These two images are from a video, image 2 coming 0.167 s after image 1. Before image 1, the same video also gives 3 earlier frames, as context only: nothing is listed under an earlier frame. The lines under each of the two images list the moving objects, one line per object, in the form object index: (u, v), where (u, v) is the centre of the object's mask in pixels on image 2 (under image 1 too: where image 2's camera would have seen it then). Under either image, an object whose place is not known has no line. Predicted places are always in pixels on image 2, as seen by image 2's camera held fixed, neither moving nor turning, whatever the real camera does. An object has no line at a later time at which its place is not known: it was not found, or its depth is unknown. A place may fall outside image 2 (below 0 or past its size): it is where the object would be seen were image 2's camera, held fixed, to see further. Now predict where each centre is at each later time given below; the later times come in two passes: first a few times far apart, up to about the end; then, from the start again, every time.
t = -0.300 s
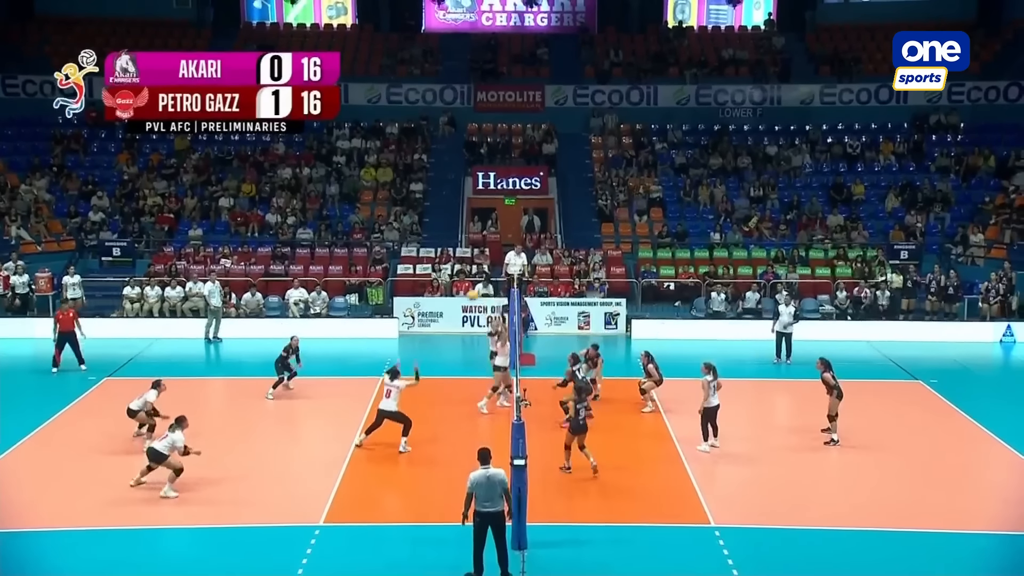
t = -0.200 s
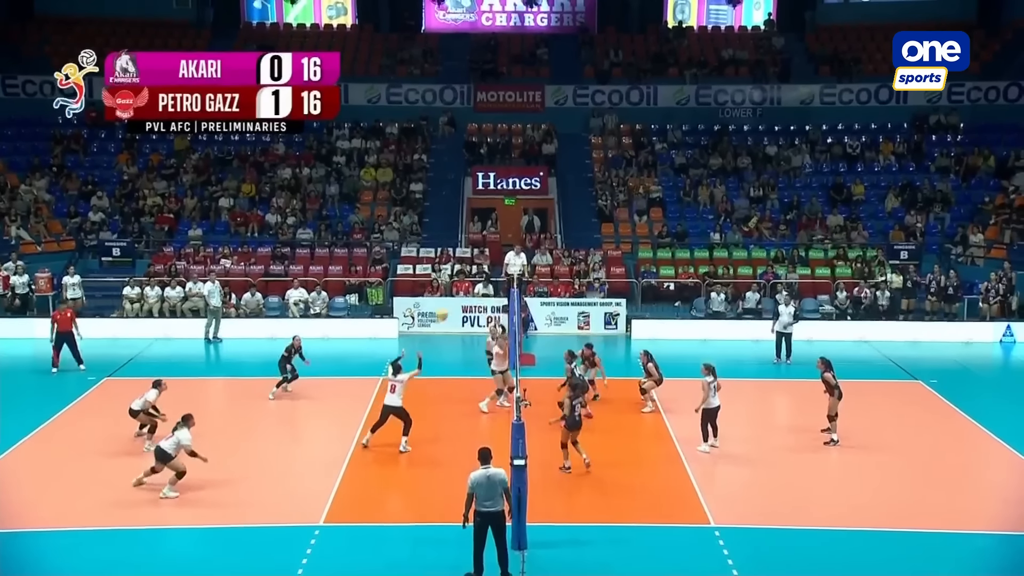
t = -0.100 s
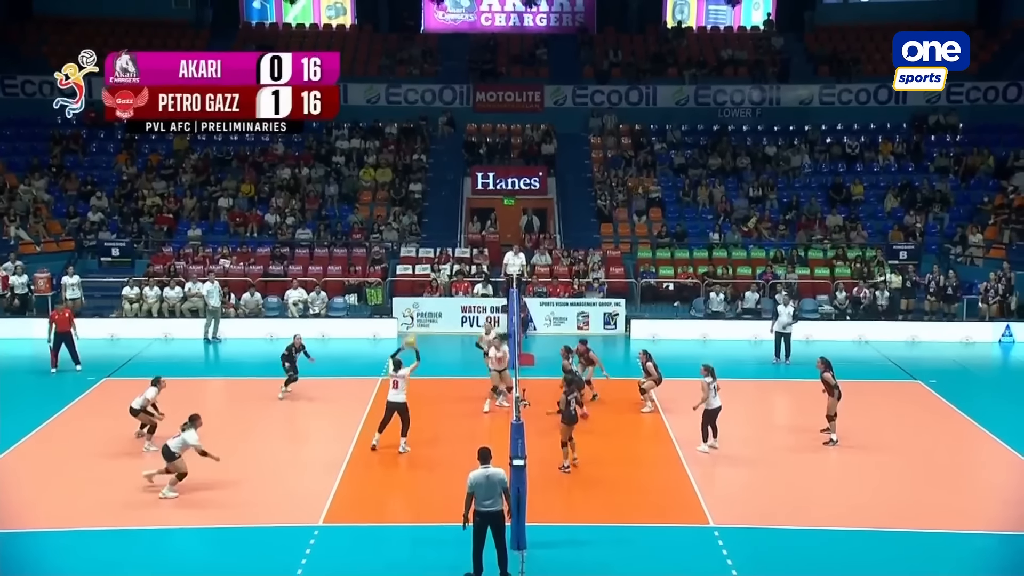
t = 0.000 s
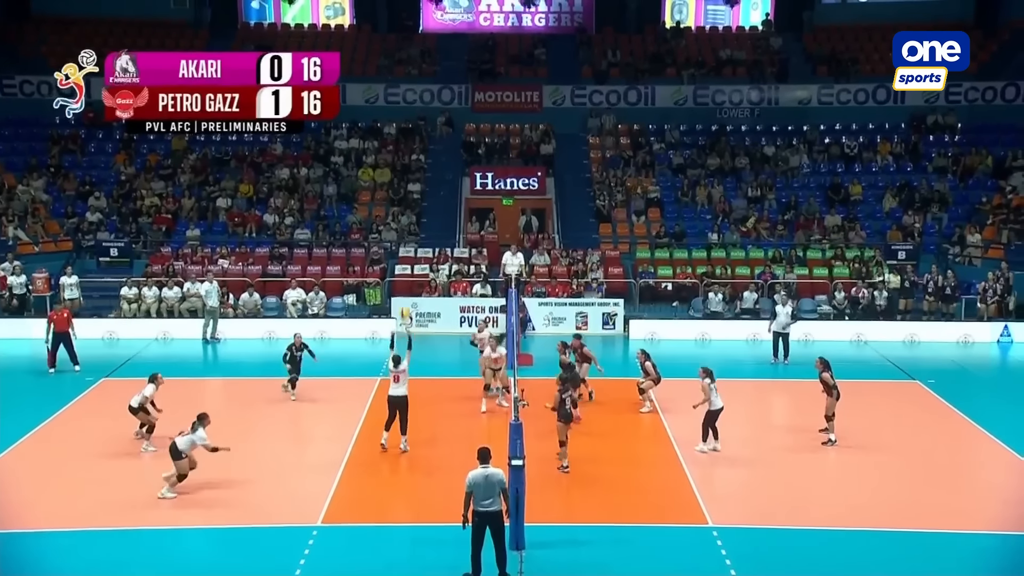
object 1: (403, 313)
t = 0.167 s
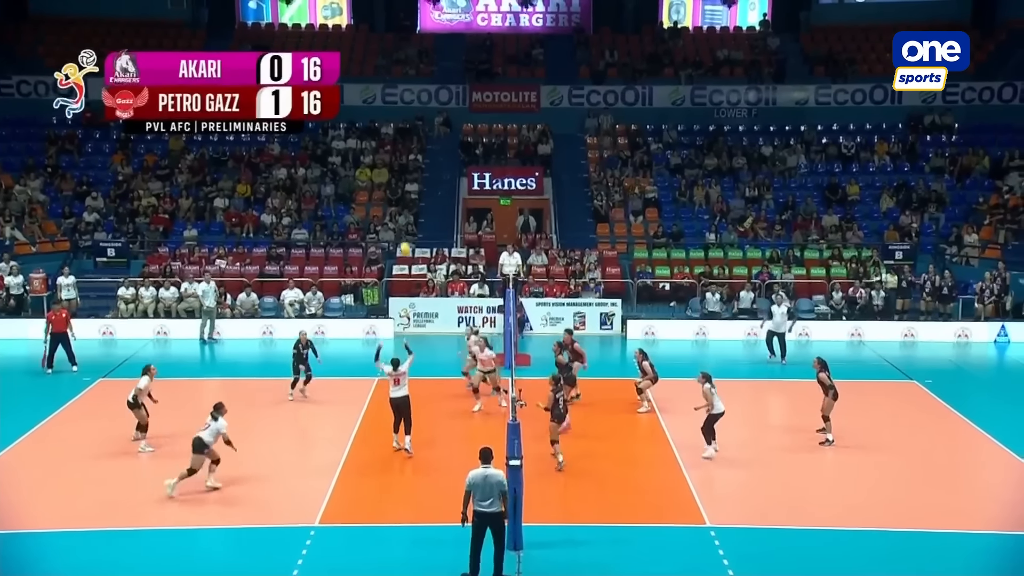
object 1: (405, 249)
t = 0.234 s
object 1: (407, 229)
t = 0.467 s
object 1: (411, 177)
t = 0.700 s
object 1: (415, 156)
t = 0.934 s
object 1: (421, 163)
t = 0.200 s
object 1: (406, 239)
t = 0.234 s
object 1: (407, 229)
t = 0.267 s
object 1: (407, 219)
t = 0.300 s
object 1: (408, 211)
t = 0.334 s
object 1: (408, 203)
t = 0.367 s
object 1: (409, 195)
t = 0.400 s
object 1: (410, 189)
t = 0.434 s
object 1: (410, 182)
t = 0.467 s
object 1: (411, 177)
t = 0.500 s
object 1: (411, 173)
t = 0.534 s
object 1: (412, 168)
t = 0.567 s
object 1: (413, 164)
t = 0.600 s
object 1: (413, 161)
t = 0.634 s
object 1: (414, 159)
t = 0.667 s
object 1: (415, 157)
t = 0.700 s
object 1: (415, 156)
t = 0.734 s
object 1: (417, 155)
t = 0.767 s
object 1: (417, 155)
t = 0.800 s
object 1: (418, 155)
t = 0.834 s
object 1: (419, 157)
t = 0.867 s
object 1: (420, 159)
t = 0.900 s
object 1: (420, 161)
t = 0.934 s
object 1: (421, 163)
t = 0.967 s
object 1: (422, 167)
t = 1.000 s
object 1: (423, 171)
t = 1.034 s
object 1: (424, 176)
